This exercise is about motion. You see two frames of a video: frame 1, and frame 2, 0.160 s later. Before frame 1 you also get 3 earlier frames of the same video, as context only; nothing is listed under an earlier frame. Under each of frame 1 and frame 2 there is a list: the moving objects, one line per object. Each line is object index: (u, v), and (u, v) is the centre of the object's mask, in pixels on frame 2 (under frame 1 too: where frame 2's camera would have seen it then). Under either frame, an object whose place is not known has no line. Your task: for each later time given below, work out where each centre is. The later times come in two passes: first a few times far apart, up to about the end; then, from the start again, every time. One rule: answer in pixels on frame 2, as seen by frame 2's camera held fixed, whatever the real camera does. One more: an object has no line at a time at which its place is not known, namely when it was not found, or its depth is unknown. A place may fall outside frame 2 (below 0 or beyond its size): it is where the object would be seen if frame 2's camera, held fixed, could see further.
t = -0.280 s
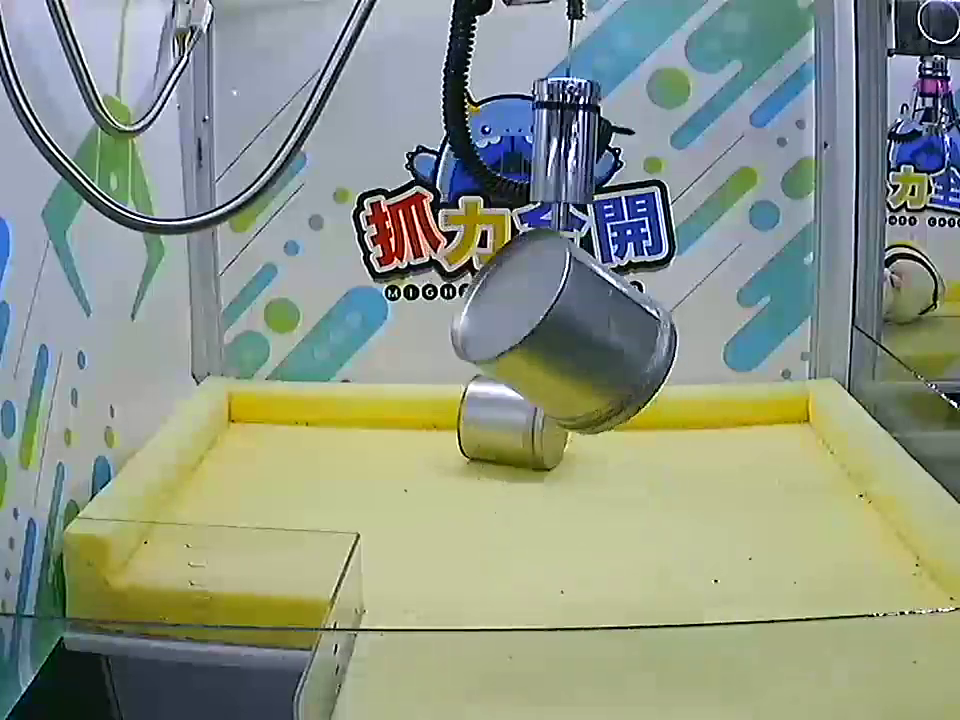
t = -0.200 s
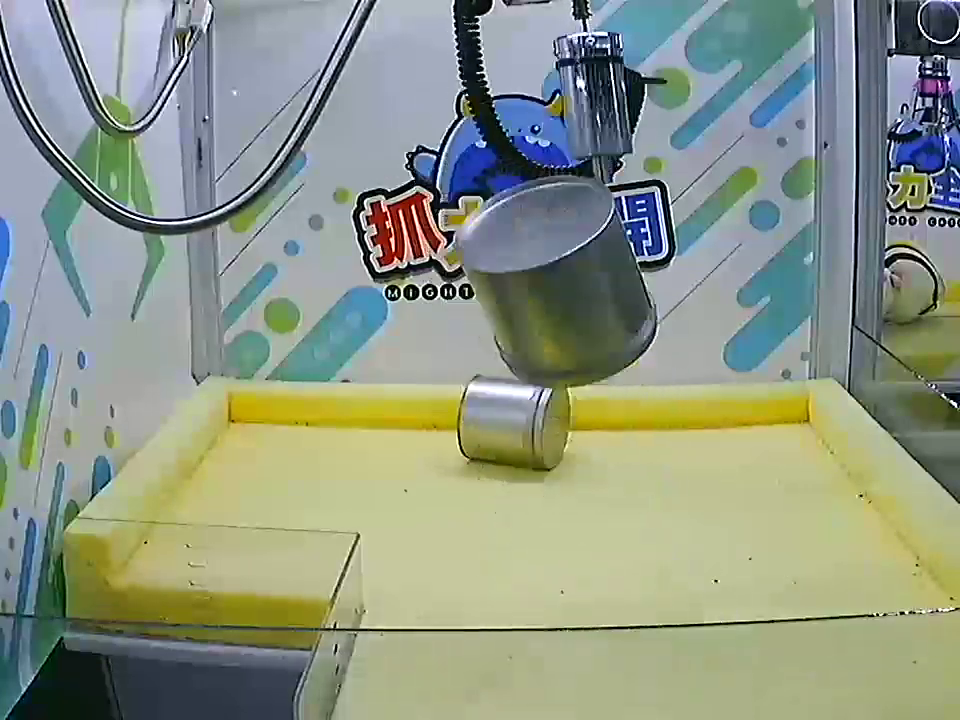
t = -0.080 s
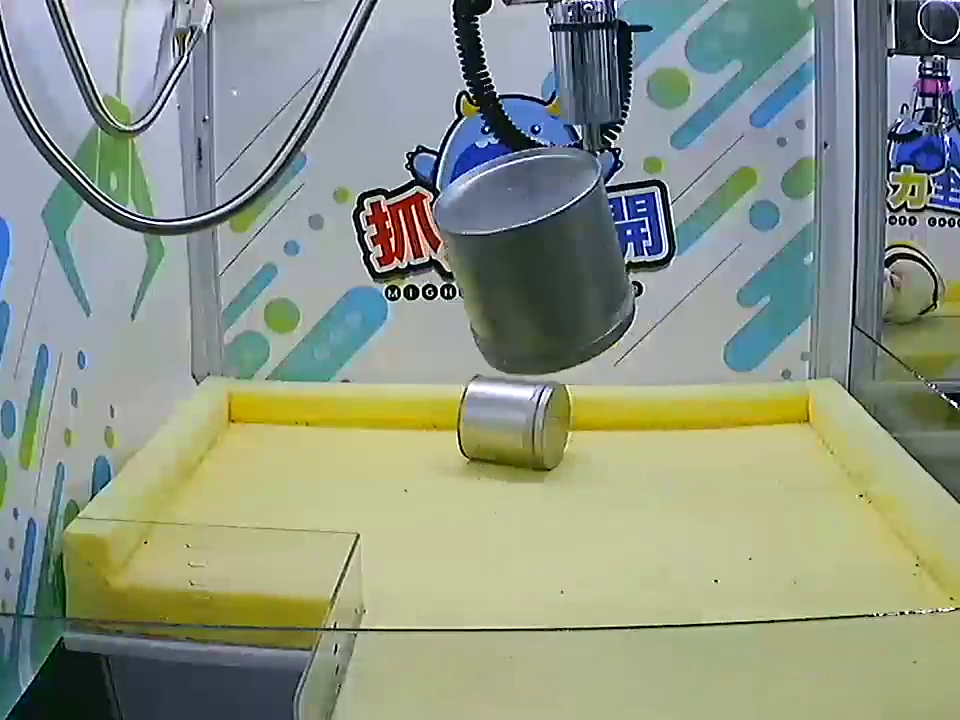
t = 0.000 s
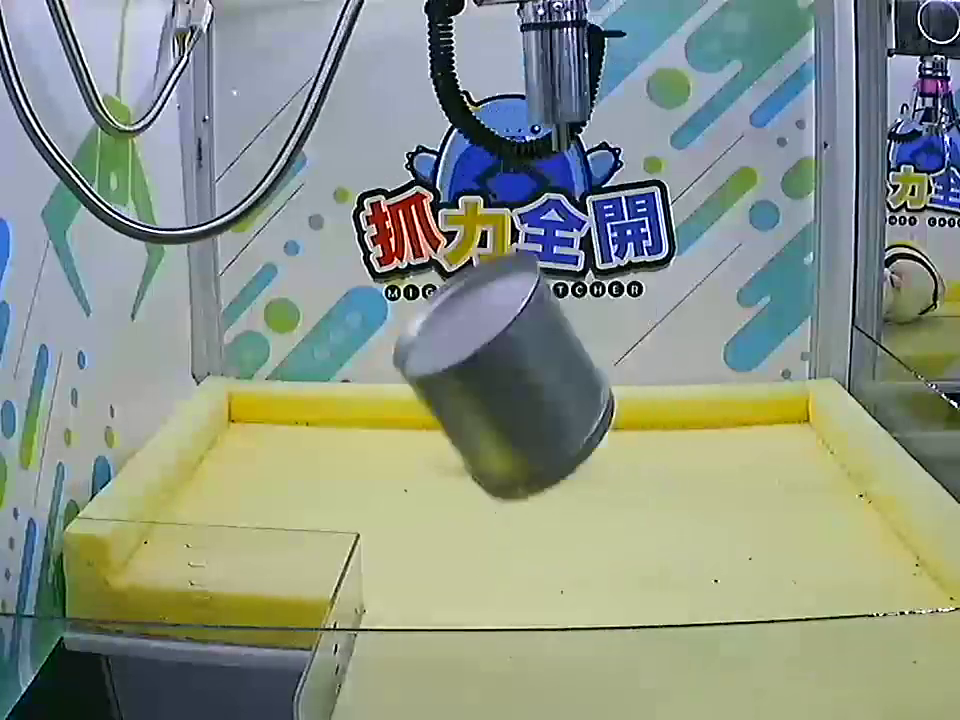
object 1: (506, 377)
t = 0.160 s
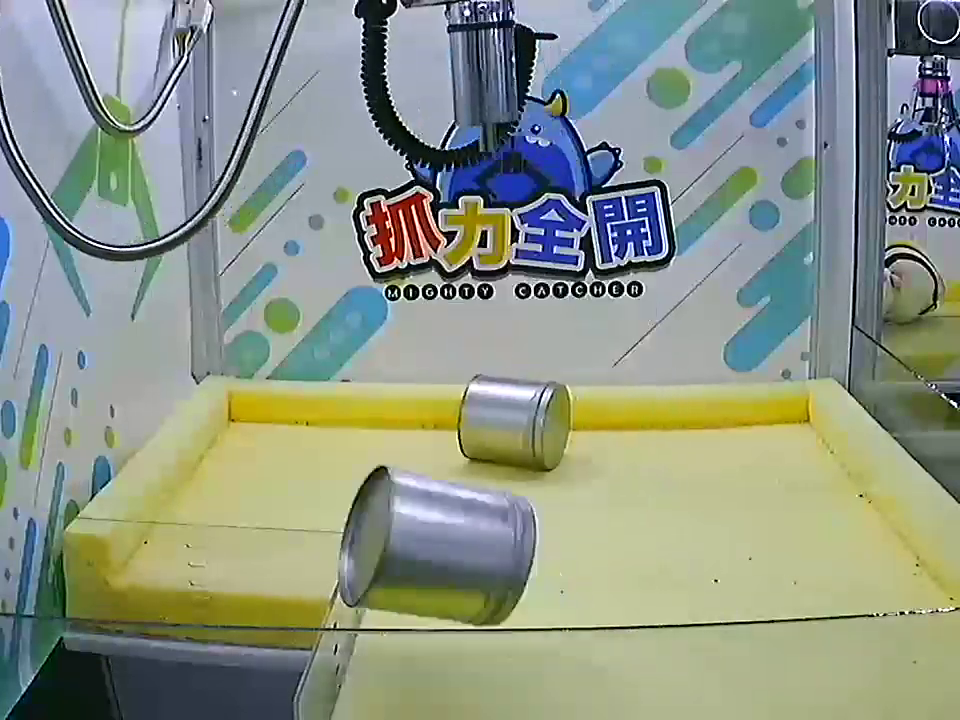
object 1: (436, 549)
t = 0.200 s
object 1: (412, 514)
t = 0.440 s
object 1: (303, 532)
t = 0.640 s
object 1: (243, 637)
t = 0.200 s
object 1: (412, 514)
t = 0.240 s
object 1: (389, 500)
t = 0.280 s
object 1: (368, 508)
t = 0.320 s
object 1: (348, 523)
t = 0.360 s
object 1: (330, 532)
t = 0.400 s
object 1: (312, 538)
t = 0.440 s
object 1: (303, 532)
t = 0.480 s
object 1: (296, 532)
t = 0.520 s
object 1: (283, 537)
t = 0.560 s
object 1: (267, 553)
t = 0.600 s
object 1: (254, 584)
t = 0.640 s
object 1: (243, 637)
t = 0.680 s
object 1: (239, 680)
